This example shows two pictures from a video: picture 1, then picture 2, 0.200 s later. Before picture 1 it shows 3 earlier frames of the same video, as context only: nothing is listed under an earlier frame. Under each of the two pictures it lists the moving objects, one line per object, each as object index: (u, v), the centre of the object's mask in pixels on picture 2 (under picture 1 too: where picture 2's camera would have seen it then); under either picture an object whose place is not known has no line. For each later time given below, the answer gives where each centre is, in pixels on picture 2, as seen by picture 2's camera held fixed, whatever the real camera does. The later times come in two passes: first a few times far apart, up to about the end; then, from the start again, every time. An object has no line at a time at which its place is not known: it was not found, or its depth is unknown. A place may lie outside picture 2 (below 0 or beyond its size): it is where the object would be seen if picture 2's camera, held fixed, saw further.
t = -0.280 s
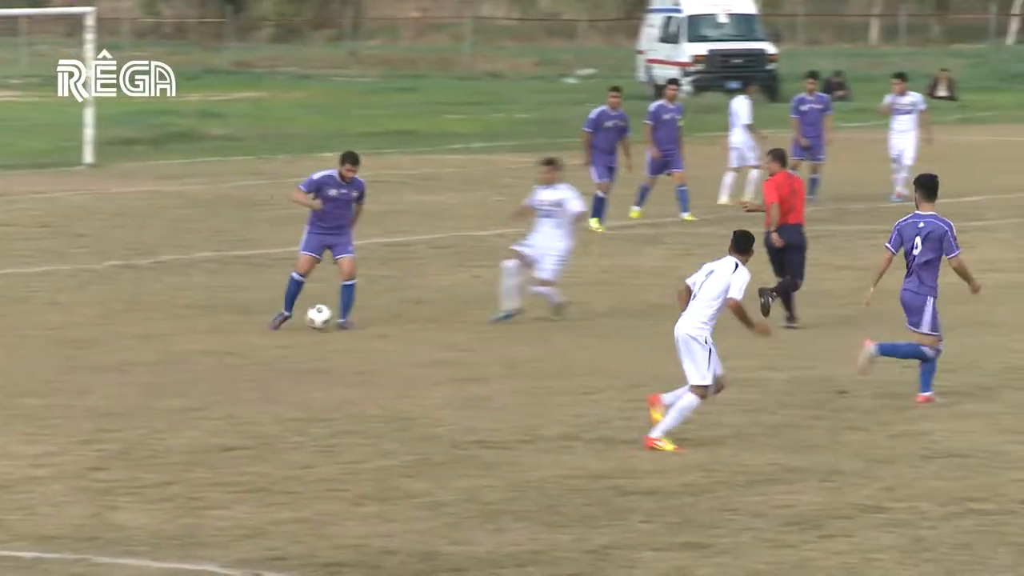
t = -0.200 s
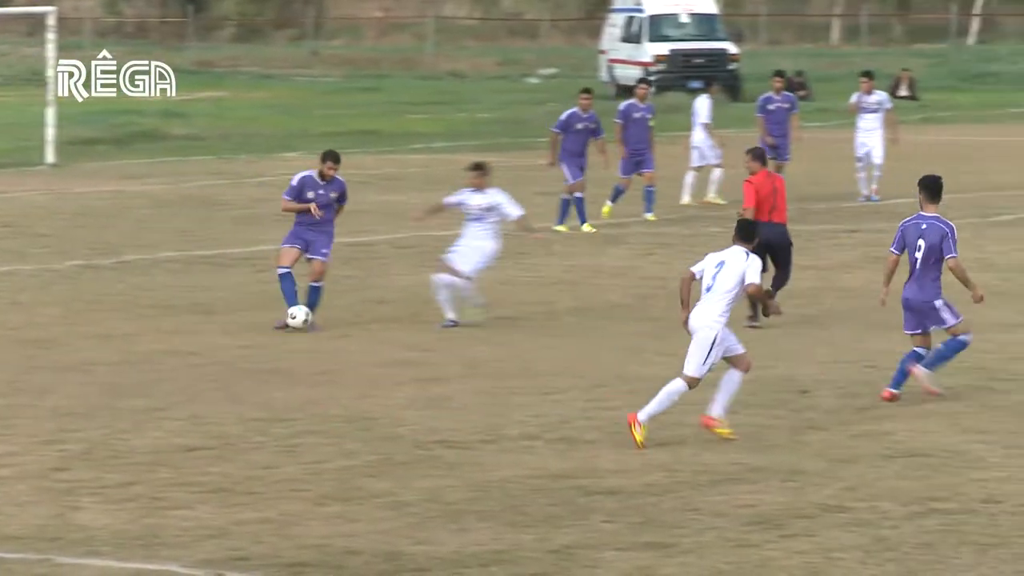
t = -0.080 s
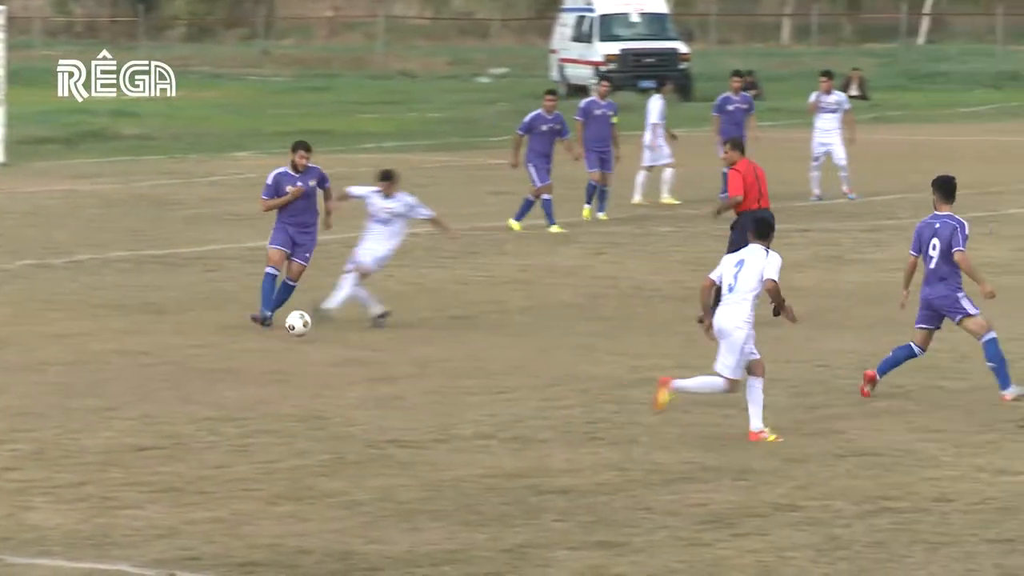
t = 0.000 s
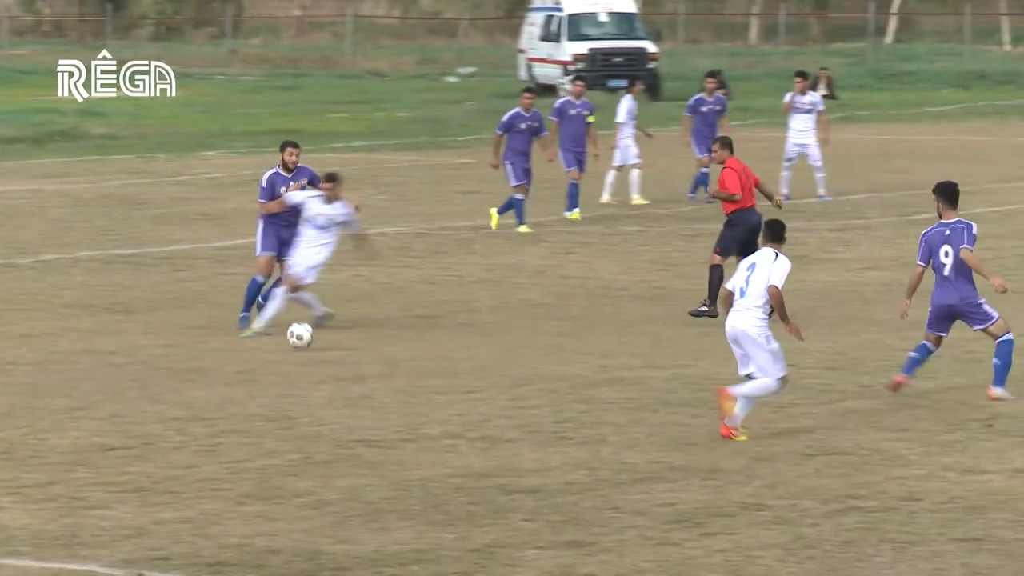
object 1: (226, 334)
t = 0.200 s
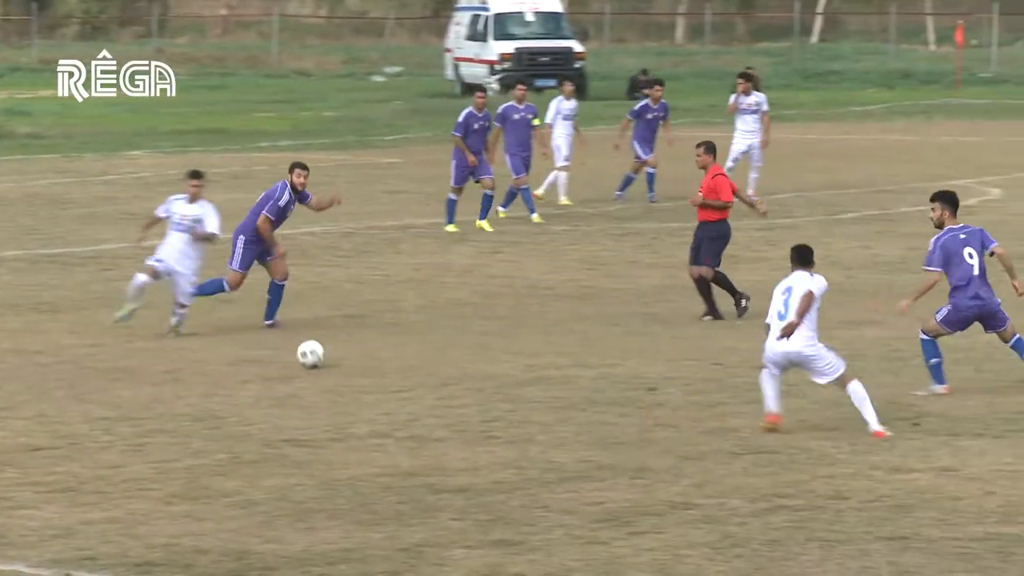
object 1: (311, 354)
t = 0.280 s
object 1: (342, 363)
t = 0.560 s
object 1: (452, 380)
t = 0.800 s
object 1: (541, 397)
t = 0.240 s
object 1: (327, 360)
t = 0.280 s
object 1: (342, 363)
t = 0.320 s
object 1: (358, 362)
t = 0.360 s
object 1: (374, 364)
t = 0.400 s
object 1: (390, 366)
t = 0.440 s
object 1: (407, 373)
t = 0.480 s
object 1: (423, 379)
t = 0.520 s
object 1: (438, 379)
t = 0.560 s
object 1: (452, 380)
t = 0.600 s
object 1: (468, 382)
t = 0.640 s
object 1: (483, 387)
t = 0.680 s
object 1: (498, 391)
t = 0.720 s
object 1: (512, 394)
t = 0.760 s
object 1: (527, 396)
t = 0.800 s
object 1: (541, 397)
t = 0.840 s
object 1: (555, 402)
